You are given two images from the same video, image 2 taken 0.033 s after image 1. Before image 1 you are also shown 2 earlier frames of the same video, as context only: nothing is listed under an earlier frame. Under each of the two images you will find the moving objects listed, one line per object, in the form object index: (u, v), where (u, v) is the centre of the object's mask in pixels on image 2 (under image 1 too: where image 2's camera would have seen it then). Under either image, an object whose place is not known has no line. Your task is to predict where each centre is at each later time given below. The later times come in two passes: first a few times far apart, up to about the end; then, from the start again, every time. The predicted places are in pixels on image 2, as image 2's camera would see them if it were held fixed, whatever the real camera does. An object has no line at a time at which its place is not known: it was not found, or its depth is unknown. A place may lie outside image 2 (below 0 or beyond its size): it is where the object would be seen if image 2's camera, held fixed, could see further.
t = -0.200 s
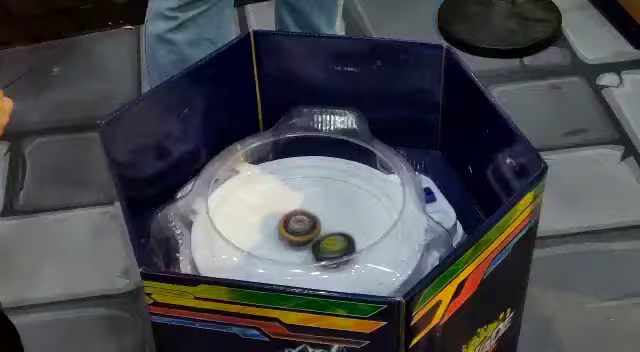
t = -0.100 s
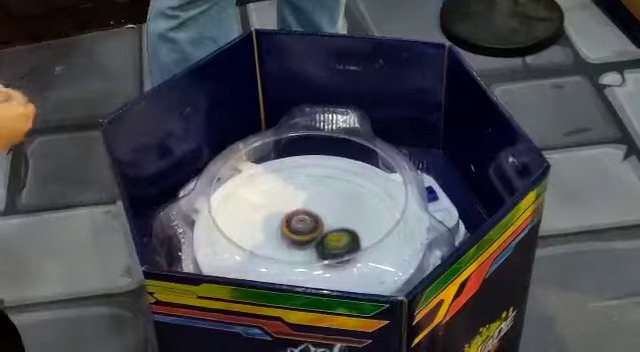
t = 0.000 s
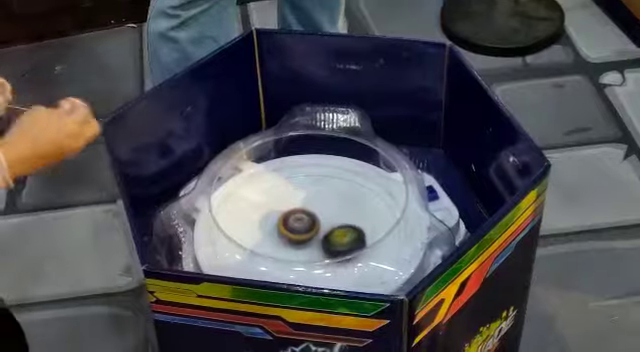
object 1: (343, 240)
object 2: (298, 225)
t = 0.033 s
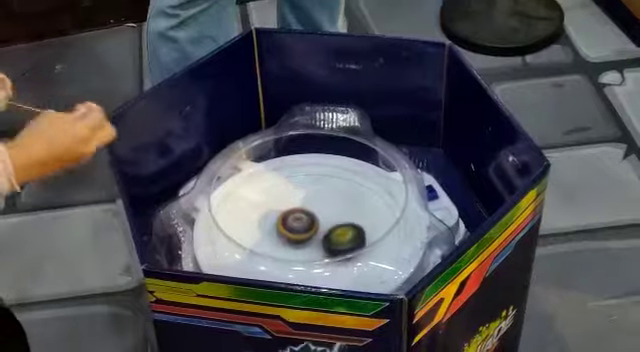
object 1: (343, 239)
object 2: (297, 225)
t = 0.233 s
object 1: (346, 235)
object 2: (298, 227)
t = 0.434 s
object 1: (347, 230)
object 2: (297, 230)
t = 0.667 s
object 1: (343, 224)
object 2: (293, 234)
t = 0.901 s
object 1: (336, 219)
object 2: (293, 237)
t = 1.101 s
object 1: (328, 215)
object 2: (293, 240)
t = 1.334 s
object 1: (320, 210)
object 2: (294, 244)
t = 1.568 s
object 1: (310, 210)
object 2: (298, 244)
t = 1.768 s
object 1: (301, 212)
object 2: (303, 245)
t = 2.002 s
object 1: (291, 214)
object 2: (309, 248)
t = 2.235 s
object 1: (284, 219)
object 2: (311, 246)
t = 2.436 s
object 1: (270, 216)
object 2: (329, 250)
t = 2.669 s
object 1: (279, 225)
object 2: (329, 249)
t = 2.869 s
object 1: (283, 234)
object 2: (332, 246)
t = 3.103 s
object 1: (280, 240)
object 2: (338, 242)
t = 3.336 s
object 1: (288, 245)
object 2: (333, 238)
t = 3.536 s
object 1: (292, 249)
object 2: (333, 231)
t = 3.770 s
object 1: (299, 252)
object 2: (325, 228)
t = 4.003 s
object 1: (309, 252)
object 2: (311, 221)
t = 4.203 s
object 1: (317, 250)
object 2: (301, 213)
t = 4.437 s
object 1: (325, 246)
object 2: (300, 212)
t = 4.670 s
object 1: (329, 240)
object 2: (300, 216)
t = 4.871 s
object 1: (344, 240)
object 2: (283, 211)
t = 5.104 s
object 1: (342, 237)
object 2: (285, 217)
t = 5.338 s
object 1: (334, 234)
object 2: (287, 227)
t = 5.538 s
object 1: (334, 229)
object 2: (277, 238)
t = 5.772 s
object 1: (345, 221)
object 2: (259, 247)
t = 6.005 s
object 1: (332, 225)
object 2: (278, 248)
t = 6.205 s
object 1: (323, 225)
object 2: (305, 253)
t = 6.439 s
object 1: (313, 227)
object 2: (317, 274)
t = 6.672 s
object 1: (303, 231)
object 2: (309, 273)
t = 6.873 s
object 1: (294, 230)
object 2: (309, 265)
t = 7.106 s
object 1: (288, 226)
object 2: (315, 260)
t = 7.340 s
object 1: (287, 229)
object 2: (318, 252)
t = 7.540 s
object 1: (284, 228)
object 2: (330, 239)
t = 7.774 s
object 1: (284, 232)
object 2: (340, 223)
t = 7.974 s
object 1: (285, 236)
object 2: (341, 218)
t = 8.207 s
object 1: (292, 240)
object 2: (335, 218)
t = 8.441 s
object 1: (294, 248)
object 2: (327, 210)
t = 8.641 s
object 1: (298, 249)
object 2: (317, 214)
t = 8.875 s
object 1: (306, 250)
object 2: (282, 222)
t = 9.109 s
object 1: (314, 247)
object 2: (260, 218)
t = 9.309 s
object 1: (318, 244)
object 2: (271, 223)
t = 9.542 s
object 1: (328, 238)
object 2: (280, 230)
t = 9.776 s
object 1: (329, 230)
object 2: (286, 242)
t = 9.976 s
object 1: (325, 226)
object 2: (296, 252)
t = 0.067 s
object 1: (344, 239)
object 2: (297, 226)
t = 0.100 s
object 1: (345, 238)
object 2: (297, 226)
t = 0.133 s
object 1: (346, 237)
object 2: (297, 226)
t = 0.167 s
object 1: (346, 237)
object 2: (298, 227)
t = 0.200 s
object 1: (346, 237)
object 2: (298, 227)
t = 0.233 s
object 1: (346, 235)
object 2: (298, 227)
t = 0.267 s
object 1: (346, 235)
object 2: (299, 228)
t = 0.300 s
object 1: (346, 234)
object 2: (300, 228)
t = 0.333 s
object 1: (346, 233)
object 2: (300, 229)
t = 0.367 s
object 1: (346, 232)
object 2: (300, 229)
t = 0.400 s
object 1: (345, 231)
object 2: (300, 229)
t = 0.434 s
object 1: (347, 230)
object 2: (297, 230)
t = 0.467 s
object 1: (348, 229)
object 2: (296, 230)
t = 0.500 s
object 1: (348, 228)
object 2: (294, 231)
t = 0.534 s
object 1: (347, 227)
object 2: (293, 232)
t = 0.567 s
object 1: (346, 226)
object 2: (293, 232)
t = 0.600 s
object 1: (346, 226)
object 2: (293, 233)
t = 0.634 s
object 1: (344, 225)
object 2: (293, 233)
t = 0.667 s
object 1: (343, 224)
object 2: (293, 234)
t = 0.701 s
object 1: (342, 223)
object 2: (294, 234)
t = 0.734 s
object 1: (340, 223)
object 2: (294, 234)
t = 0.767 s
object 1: (339, 222)
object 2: (294, 234)
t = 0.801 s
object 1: (338, 222)
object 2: (295, 235)
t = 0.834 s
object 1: (337, 221)
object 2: (295, 235)
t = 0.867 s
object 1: (337, 220)
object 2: (293, 236)
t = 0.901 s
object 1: (336, 219)
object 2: (293, 237)
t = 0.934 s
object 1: (335, 218)
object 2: (292, 238)
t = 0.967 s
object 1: (334, 218)
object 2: (292, 239)
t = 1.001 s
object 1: (332, 217)
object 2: (292, 239)
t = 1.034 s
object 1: (331, 217)
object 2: (292, 240)
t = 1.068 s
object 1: (330, 216)
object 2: (292, 239)
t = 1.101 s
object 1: (328, 215)
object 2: (293, 240)
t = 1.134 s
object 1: (327, 215)
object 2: (293, 240)
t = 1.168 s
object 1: (325, 215)
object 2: (294, 240)
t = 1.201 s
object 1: (324, 214)
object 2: (294, 240)
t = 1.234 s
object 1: (324, 212)
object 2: (294, 242)
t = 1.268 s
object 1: (323, 211)
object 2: (294, 243)
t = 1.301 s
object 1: (321, 210)
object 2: (294, 243)
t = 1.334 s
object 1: (320, 210)
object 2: (294, 244)
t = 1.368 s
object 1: (319, 210)
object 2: (294, 244)
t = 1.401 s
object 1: (317, 210)
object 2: (295, 244)
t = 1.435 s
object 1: (316, 210)
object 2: (296, 244)
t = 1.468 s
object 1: (315, 210)
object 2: (296, 244)
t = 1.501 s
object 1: (313, 210)
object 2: (297, 244)
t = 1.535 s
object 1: (312, 210)
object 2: (298, 244)
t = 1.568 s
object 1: (310, 210)
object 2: (298, 244)
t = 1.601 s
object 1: (309, 211)
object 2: (299, 244)
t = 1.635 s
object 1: (307, 211)
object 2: (300, 244)
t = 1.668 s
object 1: (305, 211)
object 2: (301, 244)
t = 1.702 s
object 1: (303, 211)
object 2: (302, 245)
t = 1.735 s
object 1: (302, 212)
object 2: (302, 245)
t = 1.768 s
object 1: (301, 212)
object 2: (303, 245)
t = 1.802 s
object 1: (299, 213)
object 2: (304, 245)
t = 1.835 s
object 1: (298, 213)
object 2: (305, 245)
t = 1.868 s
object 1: (296, 213)
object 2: (305, 245)
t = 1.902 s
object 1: (295, 213)
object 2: (306, 246)
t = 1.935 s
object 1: (293, 213)
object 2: (308, 247)
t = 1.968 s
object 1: (292, 214)
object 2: (309, 248)
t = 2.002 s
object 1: (291, 214)
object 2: (309, 248)
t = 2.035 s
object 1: (290, 215)
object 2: (310, 248)
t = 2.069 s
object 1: (288, 215)
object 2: (310, 248)
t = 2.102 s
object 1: (288, 216)
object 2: (310, 247)
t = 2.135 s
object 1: (287, 217)
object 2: (310, 247)
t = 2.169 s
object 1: (286, 218)
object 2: (311, 247)
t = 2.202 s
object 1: (285, 219)
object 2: (311, 247)
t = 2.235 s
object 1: (284, 219)
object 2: (311, 246)
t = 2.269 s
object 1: (283, 221)
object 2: (311, 246)
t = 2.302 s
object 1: (282, 221)
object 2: (312, 246)
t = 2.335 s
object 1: (276, 218)
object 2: (319, 248)
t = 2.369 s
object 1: (272, 216)
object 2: (324, 249)
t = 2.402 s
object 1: (270, 216)
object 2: (328, 250)
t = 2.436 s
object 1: (270, 216)
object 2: (329, 250)
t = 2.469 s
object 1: (270, 217)
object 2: (330, 250)
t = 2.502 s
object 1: (271, 217)
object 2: (331, 250)
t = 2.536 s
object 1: (272, 219)
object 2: (330, 249)
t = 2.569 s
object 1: (274, 220)
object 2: (330, 250)
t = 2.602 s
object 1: (276, 222)
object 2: (330, 249)
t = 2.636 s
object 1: (277, 224)
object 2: (329, 249)
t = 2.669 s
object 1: (279, 225)
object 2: (329, 249)
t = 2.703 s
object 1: (281, 227)
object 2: (329, 248)
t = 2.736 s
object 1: (282, 229)
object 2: (328, 248)
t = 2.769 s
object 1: (284, 231)
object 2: (328, 247)
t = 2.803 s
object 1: (285, 232)
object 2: (327, 247)
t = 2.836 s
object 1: (287, 234)
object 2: (328, 246)
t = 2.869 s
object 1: (283, 234)
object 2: (332, 246)
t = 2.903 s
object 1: (279, 234)
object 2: (337, 245)
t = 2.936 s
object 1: (278, 234)
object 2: (339, 244)
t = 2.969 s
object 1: (278, 236)
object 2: (340, 244)
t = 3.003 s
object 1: (278, 236)
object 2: (340, 243)
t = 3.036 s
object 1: (279, 238)
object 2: (340, 243)
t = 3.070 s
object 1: (279, 239)
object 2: (339, 242)
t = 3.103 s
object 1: (280, 240)
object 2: (338, 242)
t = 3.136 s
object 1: (282, 241)
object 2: (338, 242)
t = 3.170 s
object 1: (283, 241)
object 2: (336, 241)
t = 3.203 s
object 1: (284, 242)
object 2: (336, 241)
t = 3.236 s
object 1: (286, 243)
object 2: (335, 240)
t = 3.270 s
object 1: (287, 244)
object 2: (334, 240)
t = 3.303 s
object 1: (288, 244)
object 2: (333, 239)
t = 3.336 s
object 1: (288, 245)
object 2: (333, 238)
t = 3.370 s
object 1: (289, 246)
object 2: (333, 237)
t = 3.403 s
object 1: (290, 247)
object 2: (332, 236)
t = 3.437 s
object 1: (290, 247)
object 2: (333, 235)
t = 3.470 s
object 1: (290, 248)
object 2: (334, 233)
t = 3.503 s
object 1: (291, 248)
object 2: (333, 232)
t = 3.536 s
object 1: (292, 249)
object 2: (333, 231)
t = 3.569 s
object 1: (292, 249)
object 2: (332, 231)
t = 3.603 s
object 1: (293, 250)
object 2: (331, 230)
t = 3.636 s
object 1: (294, 250)
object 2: (330, 230)
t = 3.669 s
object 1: (296, 251)
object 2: (329, 230)
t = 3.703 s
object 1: (297, 251)
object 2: (328, 229)
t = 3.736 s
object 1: (298, 251)
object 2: (326, 229)
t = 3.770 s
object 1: (299, 252)
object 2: (325, 228)
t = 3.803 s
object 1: (300, 252)
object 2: (324, 228)
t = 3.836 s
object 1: (301, 252)
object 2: (322, 227)
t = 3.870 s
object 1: (303, 252)
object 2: (320, 226)
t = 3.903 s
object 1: (304, 252)
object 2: (317, 225)
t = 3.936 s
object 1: (306, 252)
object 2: (315, 224)
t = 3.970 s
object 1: (307, 252)
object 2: (313, 223)
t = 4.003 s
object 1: (309, 252)
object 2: (311, 221)
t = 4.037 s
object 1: (310, 252)
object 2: (308, 220)
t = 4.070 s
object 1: (311, 251)
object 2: (307, 218)
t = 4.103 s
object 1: (313, 251)
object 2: (305, 217)
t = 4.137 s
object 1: (314, 251)
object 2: (303, 215)
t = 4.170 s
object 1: (315, 250)
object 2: (302, 214)
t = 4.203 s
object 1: (317, 250)
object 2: (301, 213)
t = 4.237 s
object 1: (318, 250)
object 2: (300, 212)
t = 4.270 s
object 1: (319, 249)
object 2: (300, 212)
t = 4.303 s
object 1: (321, 249)
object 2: (300, 211)
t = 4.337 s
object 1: (322, 248)
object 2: (299, 211)
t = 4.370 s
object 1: (323, 248)
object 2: (299, 211)
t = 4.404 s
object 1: (324, 247)
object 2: (299, 212)
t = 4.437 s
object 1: (325, 246)
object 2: (300, 212)
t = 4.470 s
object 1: (326, 246)
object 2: (300, 212)
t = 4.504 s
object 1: (326, 245)
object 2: (300, 213)
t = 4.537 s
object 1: (327, 244)
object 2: (300, 213)
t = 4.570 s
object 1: (327, 243)
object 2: (300, 214)
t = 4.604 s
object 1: (328, 242)
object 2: (300, 215)
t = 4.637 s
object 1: (329, 241)
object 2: (300, 215)
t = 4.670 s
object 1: (329, 240)
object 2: (300, 216)
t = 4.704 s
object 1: (336, 241)
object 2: (294, 213)
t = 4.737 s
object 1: (340, 241)
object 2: (289, 211)
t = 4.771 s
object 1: (343, 241)
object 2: (286, 210)
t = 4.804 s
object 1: (344, 241)
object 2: (284, 210)
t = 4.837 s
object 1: (344, 240)
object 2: (283, 210)
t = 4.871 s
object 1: (344, 240)
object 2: (283, 211)
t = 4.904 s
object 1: (344, 240)
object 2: (283, 211)
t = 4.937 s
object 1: (344, 239)
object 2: (283, 212)
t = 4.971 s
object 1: (344, 239)
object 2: (283, 213)
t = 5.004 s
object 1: (343, 239)
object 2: (284, 214)
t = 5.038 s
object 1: (343, 238)
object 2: (284, 215)
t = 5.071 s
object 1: (343, 238)
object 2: (284, 216)
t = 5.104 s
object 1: (342, 237)
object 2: (285, 217)
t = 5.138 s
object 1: (341, 237)
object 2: (285, 219)
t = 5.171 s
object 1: (340, 236)
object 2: (285, 220)
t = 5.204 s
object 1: (339, 236)
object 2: (286, 221)
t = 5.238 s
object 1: (338, 235)
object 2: (286, 223)
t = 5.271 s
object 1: (337, 235)
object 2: (286, 224)
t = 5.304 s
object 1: (335, 234)
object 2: (287, 225)
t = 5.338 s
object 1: (334, 234)
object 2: (287, 227)
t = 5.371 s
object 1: (332, 233)
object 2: (287, 228)
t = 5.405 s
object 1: (331, 233)
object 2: (286, 230)
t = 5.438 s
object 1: (330, 232)
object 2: (285, 232)
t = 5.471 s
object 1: (329, 232)
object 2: (284, 233)
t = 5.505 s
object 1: (328, 232)
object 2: (284, 235)
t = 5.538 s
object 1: (334, 229)
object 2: (277, 238)
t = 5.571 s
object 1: (340, 226)
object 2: (269, 241)
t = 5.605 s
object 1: (345, 223)
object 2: (263, 242)
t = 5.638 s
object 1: (347, 221)
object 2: (259, 245)
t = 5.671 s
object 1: (347, 221)
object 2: (258, 246)
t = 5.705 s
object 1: (347, 221)
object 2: (258, 247)
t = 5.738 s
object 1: (346, 221)
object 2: (259, 247)
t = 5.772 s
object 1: (345, 221)
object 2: (259, 247)
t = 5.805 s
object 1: (343, 222)
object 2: (261, 247)
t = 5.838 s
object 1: (342, 222)
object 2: (263, 248)
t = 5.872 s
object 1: (340, 223)
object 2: (265, 248)
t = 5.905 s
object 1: (338, 223)
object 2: (268, 248)
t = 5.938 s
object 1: (337, 223)
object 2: (271, 248)
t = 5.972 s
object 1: (335, 224)
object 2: (275, 247)
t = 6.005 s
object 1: (332, 225)
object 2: (278, 248)
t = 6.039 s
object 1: (331, 225)
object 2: (282, 247)
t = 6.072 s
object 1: (329, 225)
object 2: (286, 247)
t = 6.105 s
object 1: (327, 225)
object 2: (291, 248)
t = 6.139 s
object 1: (326, 226)
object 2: (296, 249)
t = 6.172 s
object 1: (325, 225)
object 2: (300, 251)
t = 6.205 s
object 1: (323, 225)
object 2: (305, 253)
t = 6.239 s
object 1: (322, 225)
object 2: (310, 259)
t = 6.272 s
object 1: (320, 225)
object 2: (312, 262)
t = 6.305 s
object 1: (319, 226)
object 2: (315, 266)
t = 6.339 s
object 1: (317, 226)
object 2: (317, 269)
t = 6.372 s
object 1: (316, 226)
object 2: (318, 272)
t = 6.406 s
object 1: (314, 227)
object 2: (318, 273)
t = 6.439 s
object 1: (313, 227)
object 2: (317, 274)
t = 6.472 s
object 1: (311, 228)
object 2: (315, 275)
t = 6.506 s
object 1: (310, 228)
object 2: (314, 275)
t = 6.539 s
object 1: (309, 229)
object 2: (313, 275)
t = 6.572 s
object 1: (307, 229)
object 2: (312, 275)
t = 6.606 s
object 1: (306, 230)
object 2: (311, 275)
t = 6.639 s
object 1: (305, 231)
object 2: (310, 274)
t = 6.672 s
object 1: (303, 231)
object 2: (309, 273)
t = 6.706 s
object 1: (302, 232)
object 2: (309, 272)
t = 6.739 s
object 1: (301, 232)
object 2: (308, 270)
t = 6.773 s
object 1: (300, 233)
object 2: (307, 268)
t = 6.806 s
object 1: (299, 233)
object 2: (307, 266)
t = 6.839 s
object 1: (297, 232)
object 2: (307, 264)
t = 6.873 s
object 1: (294, 230)
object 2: (309, 265)
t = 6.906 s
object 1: (292, 227)
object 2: (311, 265)
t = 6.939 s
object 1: (290, 226)
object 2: (311, 264)
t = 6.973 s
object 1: (289, 225)
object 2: (312, 264)
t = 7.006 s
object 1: (288, 225)
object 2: (313, 263)
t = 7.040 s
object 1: (288, 226)
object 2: (314, 261)
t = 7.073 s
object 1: (288, 226)
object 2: (314, 261)
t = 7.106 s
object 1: (288, 226)
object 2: (315, 260)
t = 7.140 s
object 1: (288, 226)
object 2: (315, 259)
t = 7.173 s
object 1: (288, 227)
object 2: (315, 257)
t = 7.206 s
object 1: (288, 227)
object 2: (316, 257)
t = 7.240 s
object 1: (288, 228)
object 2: (316, 256)
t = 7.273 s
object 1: (288, 228)
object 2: (316, 255)
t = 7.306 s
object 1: (288, 229)
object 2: (317, 254)
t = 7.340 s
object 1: (287, 229)
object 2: (318, 252)
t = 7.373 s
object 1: (284, 227)
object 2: (323, 249)
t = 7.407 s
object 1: (283, 227)
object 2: (326, 247)
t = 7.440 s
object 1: (282, 226)
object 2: (328, 245)
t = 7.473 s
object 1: (283, 227)
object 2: (329, 244)
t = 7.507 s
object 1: (284, 227)
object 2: (330, 242)
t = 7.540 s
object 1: (284, 228)
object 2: (330, 239)
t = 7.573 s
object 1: (285, 228)
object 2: (331, 237)
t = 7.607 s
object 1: (286, 229)
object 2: (331, 235)
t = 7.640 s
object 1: (287, 229)
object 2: (332, 232)
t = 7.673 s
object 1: (288, 230)
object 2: (332, 230)
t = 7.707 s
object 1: (288, 231)
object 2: (333, 228)
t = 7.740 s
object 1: (285, 232)
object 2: (337, 225)
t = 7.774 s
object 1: (284, 232)
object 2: (340, 223)
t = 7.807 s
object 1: (284, 233)
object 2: (341, 221)
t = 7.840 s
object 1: (284, 234)
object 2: (342, 220)
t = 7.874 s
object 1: (284, 234)
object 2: (342, 219)
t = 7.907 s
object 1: (284, 235)
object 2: (342, 218)
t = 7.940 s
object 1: (285, 235)
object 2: (341, 218)
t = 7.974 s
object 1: (285, 236)
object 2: (341, 218)
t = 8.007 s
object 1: (286, 237)
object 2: (341, 217)
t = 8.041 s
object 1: (287, 237)
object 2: (340, 217)
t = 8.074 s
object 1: (288, 238)
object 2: (339, 217)
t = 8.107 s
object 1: (289, 239)
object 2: (338, 217)
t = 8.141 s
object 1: (290, 239)
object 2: (337, 217)
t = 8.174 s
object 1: (291, 240)
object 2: (336, 217)
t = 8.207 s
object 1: (292, 240)
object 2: (335, 218)
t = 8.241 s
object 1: (293, 241)
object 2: (333, 218)
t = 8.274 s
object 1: (295, 242)
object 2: (332, 218)
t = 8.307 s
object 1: (296, 242)
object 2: (331, 218)
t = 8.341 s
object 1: (297, 242)
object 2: (329, 218)
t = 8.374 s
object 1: (296, 245)
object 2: (329, 215)
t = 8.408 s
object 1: (294, 247)
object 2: (328, 212)
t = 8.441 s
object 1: (294, 248)
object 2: (327, 210)
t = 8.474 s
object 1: (295, 248)
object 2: (325, 210)
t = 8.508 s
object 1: (295, 249)
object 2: (324, 210)
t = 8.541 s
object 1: (296, 249)
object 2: (323, 211)
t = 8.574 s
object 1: (297, 249)
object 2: (321, 212)
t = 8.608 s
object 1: (297, 249)
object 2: (319, 213)
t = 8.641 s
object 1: (298, 249)
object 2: (317, 214)
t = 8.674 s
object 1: (299, 250)
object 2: (314, 216)
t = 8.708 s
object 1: (300, 250)
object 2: (311, 217)
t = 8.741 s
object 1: (301, 250)
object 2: (306, 218)
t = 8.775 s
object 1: (302, 250)
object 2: (301, 220)
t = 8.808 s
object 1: (303, 250)
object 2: (295, 221)
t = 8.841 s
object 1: (305, 250)
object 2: (289, 222)
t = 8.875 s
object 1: (306, 250)
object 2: (282, 222)
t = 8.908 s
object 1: (307, 249)
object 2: (276, 221)
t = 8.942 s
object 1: (309, 249)
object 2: (271, 221)
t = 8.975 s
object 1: (310, 249)
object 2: (267, 220)
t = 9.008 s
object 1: (311, 249)
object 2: (264, 219)
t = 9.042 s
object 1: (312, 248)
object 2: (261, 219)
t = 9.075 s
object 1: (313, 248)
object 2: (260, 218)
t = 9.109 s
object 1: (314, 247)
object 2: (260, 218)
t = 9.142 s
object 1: (315, 247)
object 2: (260, 218)
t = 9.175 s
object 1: (316, 246)
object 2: (261, 218)
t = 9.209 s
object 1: (317, 246)
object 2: (263, 219)
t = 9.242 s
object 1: (317, 245)
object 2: (265, 220)
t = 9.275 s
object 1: (318, 244)
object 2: (268, 222)
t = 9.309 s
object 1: (318, 244)
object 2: (271, 223)
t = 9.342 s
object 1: (318, 243)
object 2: (274, 225)
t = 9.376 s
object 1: (319, 242)
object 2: (278, 226)
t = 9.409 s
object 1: (322, 242)
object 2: (279, 227)
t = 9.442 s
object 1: (325, 241)
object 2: (278, 228)
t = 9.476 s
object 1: (327, 240)
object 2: (278, 228)
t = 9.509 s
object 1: (328, 239)
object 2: (279, 229)
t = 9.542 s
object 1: (328, 238)
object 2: (280, 230)
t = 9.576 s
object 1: (328, 237)
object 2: (281, 231)
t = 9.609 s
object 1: (328, 236)
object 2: (282, 233)
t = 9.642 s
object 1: (328, 235)
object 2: (283, 234)
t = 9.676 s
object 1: (329, 234)
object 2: (284, 236)
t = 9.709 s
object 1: (329, 232)
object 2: (284, 238)
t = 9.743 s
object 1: (329, 231)
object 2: (285, 240)
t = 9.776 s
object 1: (329, 230)
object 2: (286, 242)
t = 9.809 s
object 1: (329, 229)
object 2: (288, 244)
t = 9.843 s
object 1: (329, 229)
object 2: (290, 246)
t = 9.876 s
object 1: (328, 228)
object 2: (292, 248)
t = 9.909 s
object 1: (327, 227)
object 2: (294, 250)
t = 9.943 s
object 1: (326, 226)
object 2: (295, 251)
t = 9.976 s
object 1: (325, 226)
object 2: (296, 252)
